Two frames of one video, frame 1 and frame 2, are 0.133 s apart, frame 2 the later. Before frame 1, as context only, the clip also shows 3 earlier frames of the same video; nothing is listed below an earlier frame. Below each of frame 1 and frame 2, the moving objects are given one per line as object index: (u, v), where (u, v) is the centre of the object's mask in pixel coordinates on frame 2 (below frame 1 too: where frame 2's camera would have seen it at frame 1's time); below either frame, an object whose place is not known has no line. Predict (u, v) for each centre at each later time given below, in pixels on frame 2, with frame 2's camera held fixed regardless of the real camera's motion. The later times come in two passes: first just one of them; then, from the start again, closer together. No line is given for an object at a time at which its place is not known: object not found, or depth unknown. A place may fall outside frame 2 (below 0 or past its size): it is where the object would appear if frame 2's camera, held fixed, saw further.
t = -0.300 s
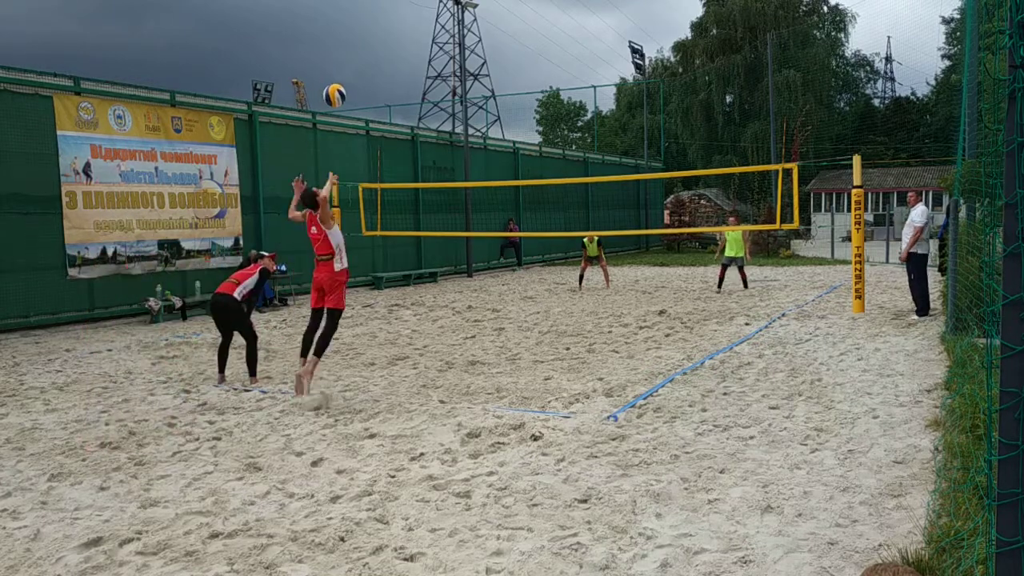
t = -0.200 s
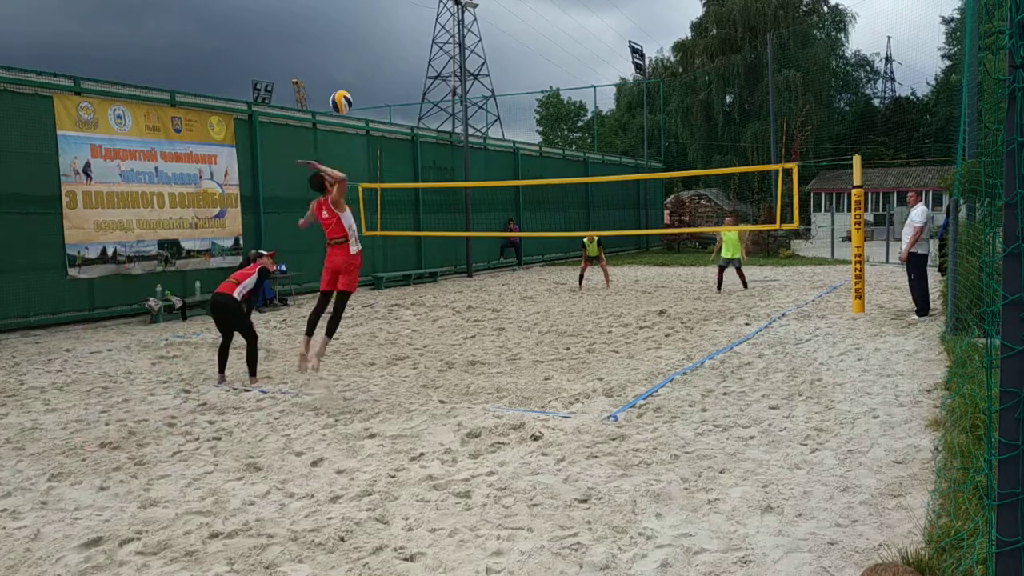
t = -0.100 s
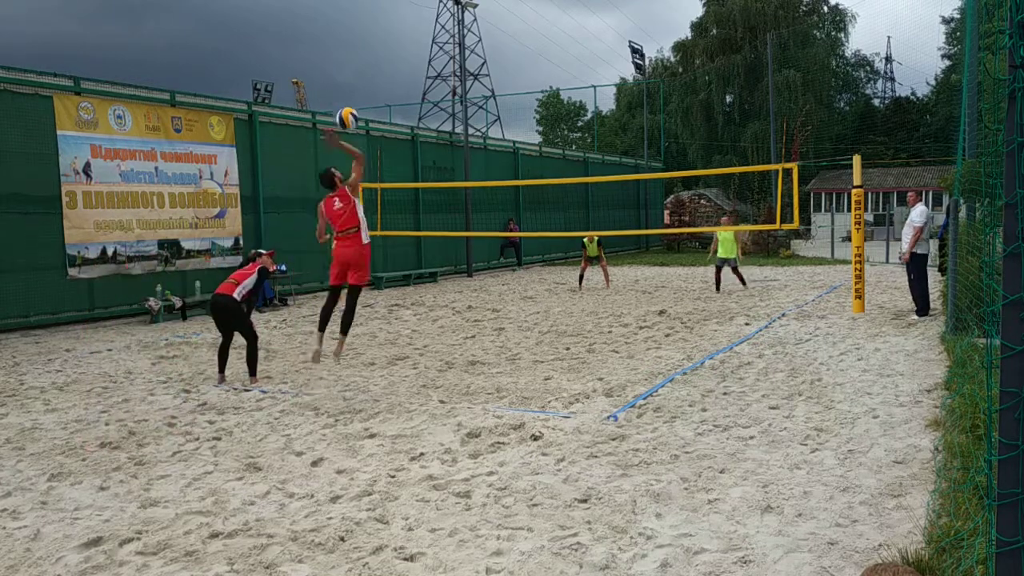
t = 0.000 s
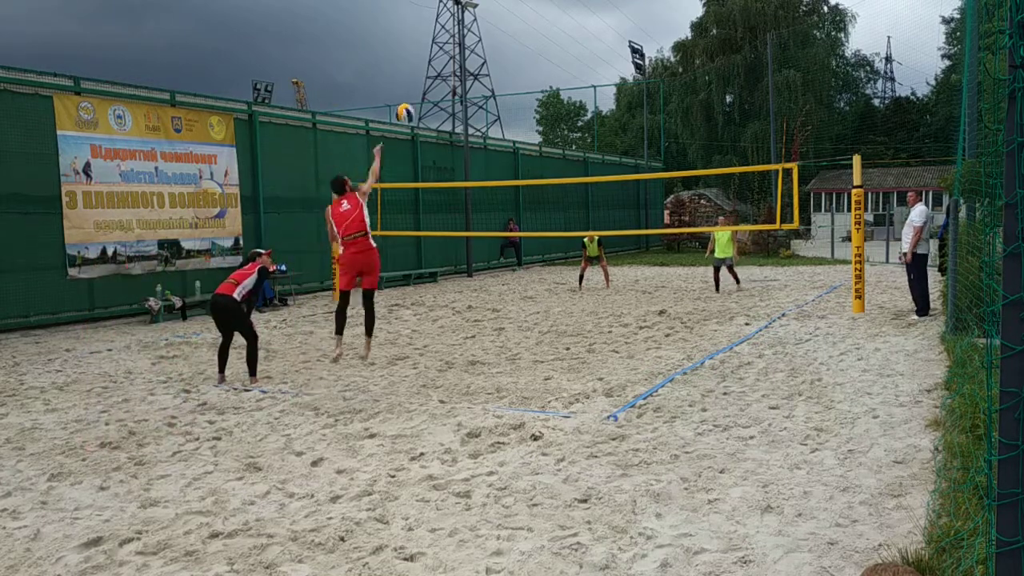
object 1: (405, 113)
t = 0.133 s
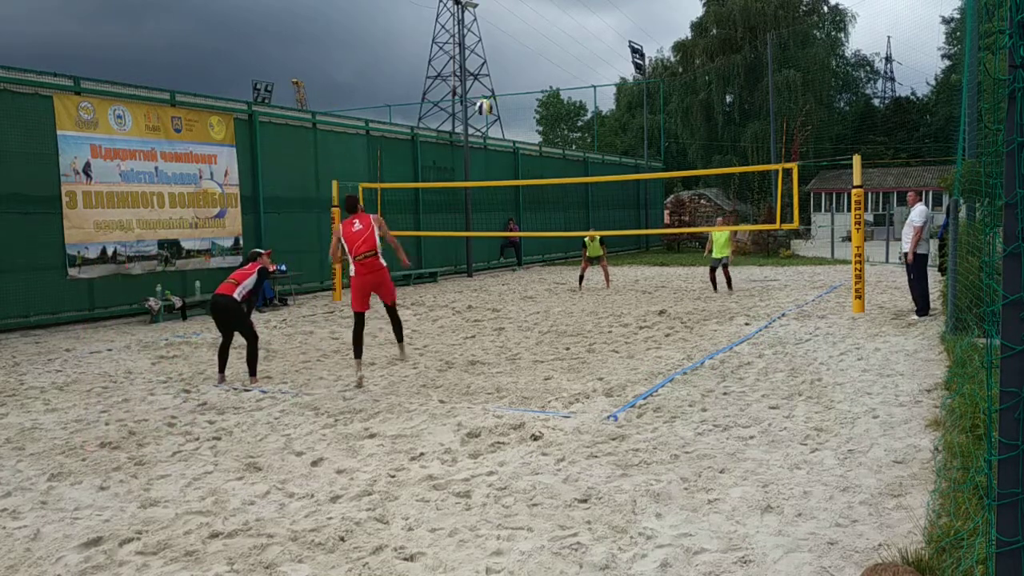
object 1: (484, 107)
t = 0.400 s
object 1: (582, 135)
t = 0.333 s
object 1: (563, 125)
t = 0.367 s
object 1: (573, 130)
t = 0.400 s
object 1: (582, 135)
